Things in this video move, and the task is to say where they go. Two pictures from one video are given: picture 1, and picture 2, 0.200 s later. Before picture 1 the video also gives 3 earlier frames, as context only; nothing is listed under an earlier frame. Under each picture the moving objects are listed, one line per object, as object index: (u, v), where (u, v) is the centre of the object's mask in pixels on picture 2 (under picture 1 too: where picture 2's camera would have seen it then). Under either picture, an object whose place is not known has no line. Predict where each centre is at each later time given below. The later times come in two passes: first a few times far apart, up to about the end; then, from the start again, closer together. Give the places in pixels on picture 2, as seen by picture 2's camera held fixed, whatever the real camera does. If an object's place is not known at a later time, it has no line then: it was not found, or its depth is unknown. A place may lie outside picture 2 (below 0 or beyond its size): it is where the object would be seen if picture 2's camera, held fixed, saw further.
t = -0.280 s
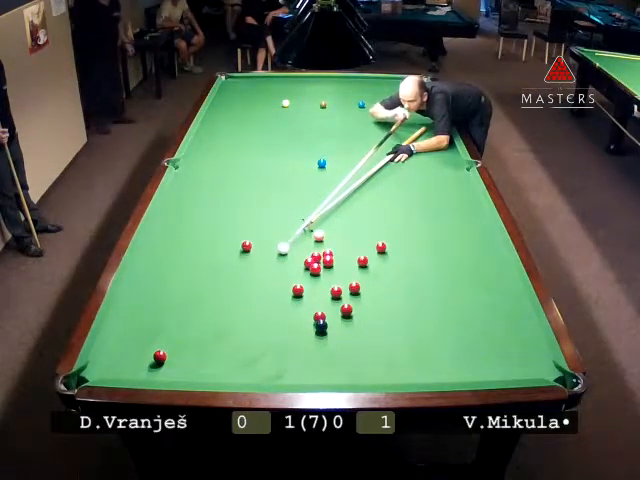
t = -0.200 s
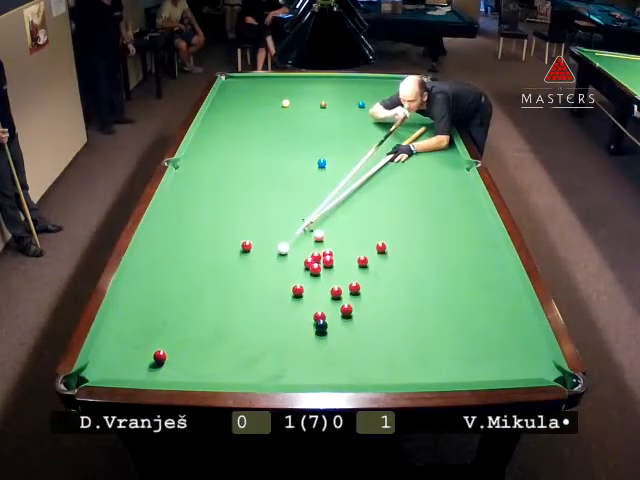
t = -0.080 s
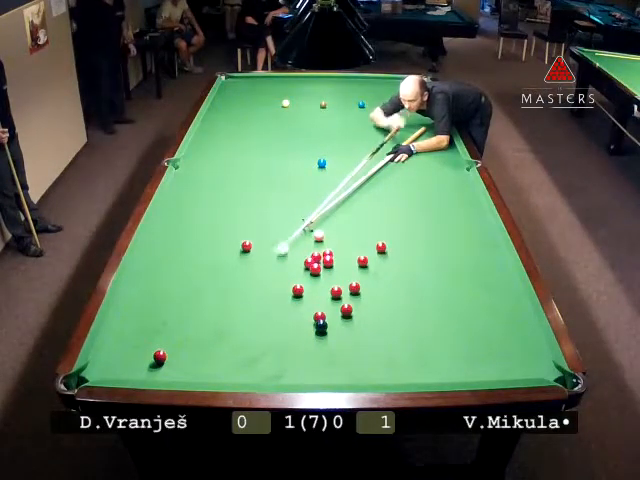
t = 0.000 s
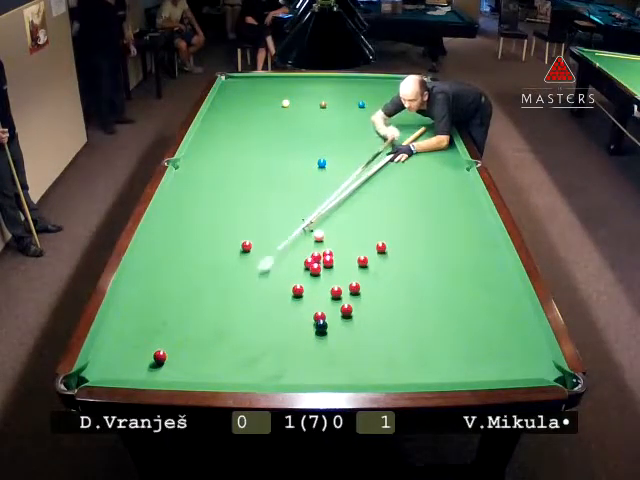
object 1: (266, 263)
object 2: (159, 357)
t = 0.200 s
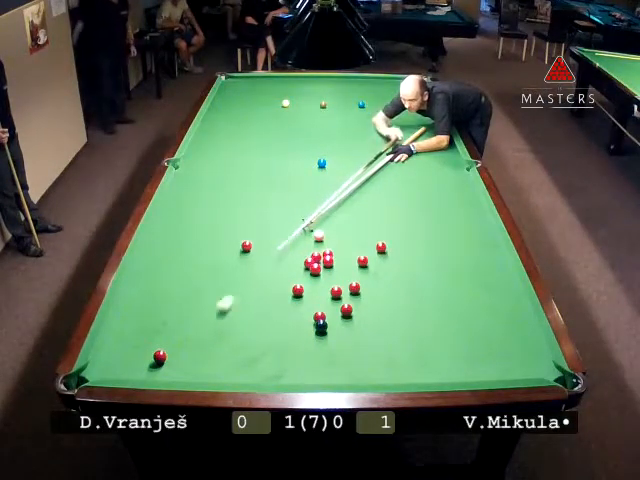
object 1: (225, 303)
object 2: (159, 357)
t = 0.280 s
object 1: (208, 320)
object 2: (159, 357)
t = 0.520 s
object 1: (172, 372)
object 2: (143, 358)
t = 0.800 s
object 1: (182, 334)
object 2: (101, 364)
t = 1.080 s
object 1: (191, 300)
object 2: (95, 374)
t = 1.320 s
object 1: (198, 275)
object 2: (97, 369)
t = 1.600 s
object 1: (205, 250)
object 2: (99, 360)
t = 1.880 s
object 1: (212, 229)
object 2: (101, 354)
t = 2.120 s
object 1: (217, 213)
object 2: (102, 350)
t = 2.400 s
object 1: (222, 198)
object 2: (103, 347)
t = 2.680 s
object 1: (226, 184)
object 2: (103, 345)
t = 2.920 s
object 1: (230, 173)
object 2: (103, 345)
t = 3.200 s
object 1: (233, 163)
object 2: (104, 345)
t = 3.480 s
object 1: (236, 154)
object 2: (104, 345)
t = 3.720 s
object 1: (239, 147)
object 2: (104, 345)
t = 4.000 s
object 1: (241, 140)
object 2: (104, 345)
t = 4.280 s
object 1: (243, 134)
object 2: (104, 345)
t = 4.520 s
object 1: (244, 129)
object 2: (104, 345)
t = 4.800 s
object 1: (246, 125)
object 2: (104, 345)
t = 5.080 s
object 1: (247, 121)
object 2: (104, 345)
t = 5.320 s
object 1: (248, 117)
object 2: (104, 345)
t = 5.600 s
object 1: (249, 115)
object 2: (104, 345)
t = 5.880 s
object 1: (250, 112)
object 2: (104, 345)
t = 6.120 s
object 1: (250, 111)
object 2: (104, 345)
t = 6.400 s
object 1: (250, 109)
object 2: (104, 346)
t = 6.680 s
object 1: (250, 108)
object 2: (104, 346)
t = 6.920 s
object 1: (251, 108)
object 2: (104, 346)
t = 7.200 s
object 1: (251, 107)
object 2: (104, 346)
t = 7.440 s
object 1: (251, 108)
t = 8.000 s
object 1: (251, 107)
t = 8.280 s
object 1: (251, 107)
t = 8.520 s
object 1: (251, 107)
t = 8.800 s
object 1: (251, 107)
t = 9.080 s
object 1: (251, 107)
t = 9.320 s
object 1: (251, 107)
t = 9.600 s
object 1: (251, 107)
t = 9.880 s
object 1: (251, 107)
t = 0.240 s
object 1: (217, 312)
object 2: (159, 357)
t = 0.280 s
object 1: (208, 320)
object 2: (159, 357)
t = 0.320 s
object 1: (199, 328)
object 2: (159, 357)
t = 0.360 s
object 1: (190, 338)
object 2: (159, 357)
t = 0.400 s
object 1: (179, 348)
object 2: (159, 357)
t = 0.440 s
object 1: (174, 356)
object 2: (156, 357)
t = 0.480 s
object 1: (173, 364)
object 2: (149, 357)
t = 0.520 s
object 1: (172, 372)
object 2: (143, 358)
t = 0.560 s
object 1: (172, 370)
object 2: (137, 359)
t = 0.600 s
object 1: (174, 362)
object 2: (130, 360)
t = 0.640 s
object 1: (176, 356)
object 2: (124, 361)
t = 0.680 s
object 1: (177, 350)
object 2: (119, 361)
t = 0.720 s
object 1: (179, 344)
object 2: (113, 363)
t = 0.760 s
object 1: (180, 339)
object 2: (106, 363)
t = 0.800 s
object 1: (182, 334)
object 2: (101, 364)
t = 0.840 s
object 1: (183, 328)
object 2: (94, 366)
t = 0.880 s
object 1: (184, 324)
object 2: (92, 366)
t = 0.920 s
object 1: (185, 319)
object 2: (92, 368)
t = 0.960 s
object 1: (186, 314)
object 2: (93, 370)
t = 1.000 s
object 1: (188, 309)
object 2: (94, 372)
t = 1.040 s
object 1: (189, 305)
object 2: (94, 374)
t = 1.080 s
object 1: (191, 300)
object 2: (95, 374)
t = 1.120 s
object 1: (192, 295)
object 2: (95, 373)
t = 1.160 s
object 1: (193, 291)
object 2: (96, 373)
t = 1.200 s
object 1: (194, 287)
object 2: (96, 371)
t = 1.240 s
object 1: (196, 283)
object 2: (96, 371)
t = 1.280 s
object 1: (197, 279)
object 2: (97, 370)
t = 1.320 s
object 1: (198, 275)
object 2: (97, 369)
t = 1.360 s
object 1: (199, 271)
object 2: (97, 367)
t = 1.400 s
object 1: (200, 267)
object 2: (98, 366)
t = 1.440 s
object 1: (201, 264)
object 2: (98, 364)
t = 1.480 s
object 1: (202, 259)
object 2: (98, 363)
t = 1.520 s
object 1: (203, 257)
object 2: (99, 362)
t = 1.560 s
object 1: (204, 253)
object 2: (99, 361)
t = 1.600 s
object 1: (205, 250)
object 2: (99, 360)
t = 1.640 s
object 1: (206, 246)
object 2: (100, 359)
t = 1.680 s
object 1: (207, 244)
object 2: (100, 358)
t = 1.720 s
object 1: (208, 240)
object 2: (100, 357)
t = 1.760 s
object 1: (209, 237)
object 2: (100, 356)
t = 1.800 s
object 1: (210, 234)
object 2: (101, 355)
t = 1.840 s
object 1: (211, 232)
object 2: (101, 355)
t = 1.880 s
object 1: (212, 229)
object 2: (101, 354)
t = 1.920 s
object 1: (212, 226)
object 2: (101, 353)
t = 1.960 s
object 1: (214, 223)
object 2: (101, 352)
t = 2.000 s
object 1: (214, 221)
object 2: (102, 351)
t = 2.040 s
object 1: (215, 218)
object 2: (102, 351)
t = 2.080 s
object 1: (216, 215)
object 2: (102, 350)
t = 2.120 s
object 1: (217, 213)
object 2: (102, 350)
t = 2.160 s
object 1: (217, 211)
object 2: (102, 349)
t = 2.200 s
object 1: (218, 208)
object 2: (102, 348)
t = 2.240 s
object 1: (219, 206)
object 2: (102, 348)
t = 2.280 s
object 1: (220, 204)
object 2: (103, 348)
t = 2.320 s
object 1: (221, 202)
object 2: (103, 347)
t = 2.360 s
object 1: (221, 199)
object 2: (103, 347)
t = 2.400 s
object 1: (222, 198)
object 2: (103, 347)
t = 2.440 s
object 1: (222, 196)
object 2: (103, 346)
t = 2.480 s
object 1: (223, 194)
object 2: (103, 345)
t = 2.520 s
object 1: (224, 191)
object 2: (103, 346)
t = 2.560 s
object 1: (224, 190)
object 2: (103, 345)
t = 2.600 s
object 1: (225, 188)
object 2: (103, 345)
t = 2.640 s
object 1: (226, 185)
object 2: (103, 345)
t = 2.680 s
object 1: (226, 184)
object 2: (103, 345)
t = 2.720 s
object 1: (227, 182)
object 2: (103, 345)
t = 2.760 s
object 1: (228, 180)
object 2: (103, 345)
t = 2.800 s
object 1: (228, 178)
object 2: (103, 345)
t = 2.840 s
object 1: (229, 177)
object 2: (103, 345)
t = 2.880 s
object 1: (229, 175)
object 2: (103, 345)
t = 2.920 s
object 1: (230, 173)
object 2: (103, 345)
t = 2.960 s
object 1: (230, 172)
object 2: (104, 345)
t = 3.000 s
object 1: (231, 170)
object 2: (104, 345)
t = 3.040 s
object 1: (231, 169)
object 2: (104, 345)
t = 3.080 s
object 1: (232, 167)
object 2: (104, 345)
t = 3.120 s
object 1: (232, 166)
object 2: (104, 345)
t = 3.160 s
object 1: (233, 164)
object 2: (104, 345)
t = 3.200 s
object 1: (233, 163)
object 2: (104, 345)
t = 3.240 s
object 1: (234, 162)
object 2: (104, 345)
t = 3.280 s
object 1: (234, 160)
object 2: (104, 345)
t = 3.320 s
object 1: (235, 159)
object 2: (104, 345)
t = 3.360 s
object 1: (235, 157)
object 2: (104, 345)
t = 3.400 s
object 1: (236, 156)
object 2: (104, 345)
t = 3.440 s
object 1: (236, 155)
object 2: (104, 345)
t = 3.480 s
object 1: (236, 154)
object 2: (104, 345)
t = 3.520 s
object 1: (237, 153)
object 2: (104, 345)
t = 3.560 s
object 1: (237, 152)
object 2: (104, 345)
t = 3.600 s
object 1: (238, 150)
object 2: (104, 345)
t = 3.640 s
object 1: (238, 149)
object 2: (104, 345)
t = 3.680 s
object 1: (238, 148)
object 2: (104, 345)
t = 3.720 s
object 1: (239, 147)
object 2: (104, 345)
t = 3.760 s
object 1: (239, 146)
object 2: (104, 345)
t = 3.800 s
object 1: (240, 145)
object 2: (104, 345)
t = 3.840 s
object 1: (240, 144)
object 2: (104, 345)
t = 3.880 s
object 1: (240, 143)
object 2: (104, 345)
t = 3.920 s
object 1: (240, 142)
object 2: (104, 345)
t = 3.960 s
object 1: (241, 141)
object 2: (104, 345)
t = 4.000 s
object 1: (241, 140)
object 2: (104, 345)
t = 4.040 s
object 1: (241, 139)
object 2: (104, 345)
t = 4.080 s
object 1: (241, 138)
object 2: (104, 345)
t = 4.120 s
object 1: (242, 137)
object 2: (104, 345)
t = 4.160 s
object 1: (242, 136)
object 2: (104, 345)
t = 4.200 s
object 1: (242, 136)
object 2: (104, 345)
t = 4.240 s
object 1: (242, 135)
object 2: (104, 345)
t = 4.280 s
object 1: (243, 134)
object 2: (104, 345)
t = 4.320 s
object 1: (243, 133)
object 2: (104, 345)
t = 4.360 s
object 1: (243, 133)
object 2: (104, 345)
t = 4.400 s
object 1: (244, 132)
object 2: (104, 345)
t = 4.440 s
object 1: (244, 131)
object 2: (104, 345)
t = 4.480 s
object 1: (244, 130)
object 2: (104, 345)
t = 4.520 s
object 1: (244, 129)
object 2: (104, 345)
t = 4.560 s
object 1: (245, 127)
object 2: (104, 345)
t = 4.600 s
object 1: (245, 127)
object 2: (104, 345)
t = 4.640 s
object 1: (245, 127)
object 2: (104, 345)
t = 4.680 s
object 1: (245, 126)
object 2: (104, 345)
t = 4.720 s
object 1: (245, 126)
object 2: (104, 345)
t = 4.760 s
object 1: (245, 126)
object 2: (104, 345)
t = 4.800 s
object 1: (246, 125)
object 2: (104, 345)
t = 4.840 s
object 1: (246, 124)
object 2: (104, 345)
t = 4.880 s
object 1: (246, 123)
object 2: (104, 345)
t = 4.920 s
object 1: (246, 123)
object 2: (104, 345)
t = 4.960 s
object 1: (246, 123)
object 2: (104, 345)
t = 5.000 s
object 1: (247, 122)
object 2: (104, 345)
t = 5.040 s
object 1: (247, 122)
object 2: (104, 345)
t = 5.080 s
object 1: (247, 121)
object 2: (104, 345)
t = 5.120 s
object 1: (247, 121)
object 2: (104, 345)
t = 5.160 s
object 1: (248, 120)
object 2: (104, 345)
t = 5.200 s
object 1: (248, 120)
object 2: (104, 345)
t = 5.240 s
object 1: (248, 119)
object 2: (104, 345)
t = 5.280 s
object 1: (248, 118)
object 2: (104, 345)
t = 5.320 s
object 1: (248, 117)
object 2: (104, 345)
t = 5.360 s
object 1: (248, 117)
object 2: (104, 345)
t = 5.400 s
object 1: (249, 116)
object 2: (104, 345)
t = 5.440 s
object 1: (249, 116)
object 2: (104, 345)
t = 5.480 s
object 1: (249, 116)
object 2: (104, 345)
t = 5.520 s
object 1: (249, 116)
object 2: (104, 345)
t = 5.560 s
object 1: (249, 115)
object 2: (104, 345)
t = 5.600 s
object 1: (249, 115)
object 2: (104, 345)
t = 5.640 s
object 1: (249, 115)
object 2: (104, 345)
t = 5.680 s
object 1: (249, 115)
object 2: (104, 345)
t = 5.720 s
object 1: (250, 114)
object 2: (104, 345)
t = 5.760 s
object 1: (250, 114)
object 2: (104, 345)
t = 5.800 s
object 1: (250, 113)
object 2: (104, 345)
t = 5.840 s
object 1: (250, 113)
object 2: (104, 345)
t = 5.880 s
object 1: (250, 112)
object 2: (104, 345)
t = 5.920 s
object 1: (250, 112)
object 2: (104, 345)
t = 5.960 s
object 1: (250, 112)
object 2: (104, 345)
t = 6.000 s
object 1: (250, 112)
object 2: (104, 345)
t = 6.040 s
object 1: (250, 112)
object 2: (104, 345)
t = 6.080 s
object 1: (250, 111)
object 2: (104, 345)
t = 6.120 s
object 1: (250, 111)
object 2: (104, 345)
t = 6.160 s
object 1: (250, 111)
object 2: (104, 346)
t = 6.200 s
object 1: (250, 110)
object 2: (104, 346)
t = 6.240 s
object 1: (250, 110)
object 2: (104, 346)
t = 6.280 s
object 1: (250, 110)
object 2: (104, 346)
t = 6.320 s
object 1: (250, 109)
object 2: (104, 346)
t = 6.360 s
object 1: (250, 109)
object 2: (104, 346)
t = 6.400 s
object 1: (250, 109)
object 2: (104, 346)
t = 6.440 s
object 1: (250, 109)
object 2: (104, 346)
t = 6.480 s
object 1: (250, 109)
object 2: (104, 346)
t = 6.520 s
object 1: (251, 109)
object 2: (104, 346)
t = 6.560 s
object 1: (251, 109)
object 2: (104, 346)
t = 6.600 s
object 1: (251, 108)
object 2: (104, 346)
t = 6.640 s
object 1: (251, 108)
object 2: (104, 346)
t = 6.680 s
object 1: (250, 108)
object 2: (104, 346)
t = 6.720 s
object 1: (250, 108)
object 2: (104, 346)
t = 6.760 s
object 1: (251, 108)
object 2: (104, 346)
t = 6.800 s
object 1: (251, 108)
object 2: (104, 346)
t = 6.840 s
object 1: (251, 108)
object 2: (104, 346)
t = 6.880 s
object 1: (251, 107)
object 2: (104, 346)
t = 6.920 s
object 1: (251, 108)
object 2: (104, 346)
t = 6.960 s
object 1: (251, 107)
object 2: (104, 346)
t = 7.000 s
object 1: (251, 107)
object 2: (104, 346)
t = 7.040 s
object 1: (251, 108)
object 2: (104, 346)
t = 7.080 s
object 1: (251, 108)
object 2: (104, 346)
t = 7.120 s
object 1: (251, 108)
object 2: (104, 346)
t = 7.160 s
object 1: (251, 107)
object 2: (104, 346)
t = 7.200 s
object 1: (251, 107)
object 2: (104, 346)
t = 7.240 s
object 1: (251, 108)
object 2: (104, 346)
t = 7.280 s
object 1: (251, 108)
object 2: (104, 346)
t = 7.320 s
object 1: (251, 108)
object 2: (104, 346)
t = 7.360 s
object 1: (251, 108)
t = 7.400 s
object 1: (251, 108)
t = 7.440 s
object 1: (251, 108)
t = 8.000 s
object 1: (251, 107)
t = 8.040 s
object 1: (251, 107)
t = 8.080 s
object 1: (251, 107)
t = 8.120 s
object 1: (251, 107)
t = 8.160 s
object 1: (251, 107)
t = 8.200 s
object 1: (251, 107)
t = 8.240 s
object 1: (251, 107)
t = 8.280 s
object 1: (251, 107)
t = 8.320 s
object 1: (251, 107)
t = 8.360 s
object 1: (251, 107)
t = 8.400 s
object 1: (251, 107)
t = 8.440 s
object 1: (251, 107)
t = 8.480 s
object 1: (251, 107)
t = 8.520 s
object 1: (251, 107)
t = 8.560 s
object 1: (251, 107)
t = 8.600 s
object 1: (251, 107)
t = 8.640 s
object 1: (251, 107)
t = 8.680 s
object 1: (251, 107)
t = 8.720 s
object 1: (251, 107)
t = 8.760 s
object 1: (251, 107)
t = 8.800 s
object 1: (251, 107)
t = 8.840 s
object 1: (251, 107)
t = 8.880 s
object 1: (251, 107)
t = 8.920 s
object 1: (251, 107)
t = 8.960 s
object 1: (251, 107)
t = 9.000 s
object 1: (251, 107)
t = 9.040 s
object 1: (251, 107)
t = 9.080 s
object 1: (251, 107)
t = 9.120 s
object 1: (251, 107)
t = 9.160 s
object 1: (251, 107)
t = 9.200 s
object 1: (251, 107)
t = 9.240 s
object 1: (251, 107)
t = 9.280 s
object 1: (251, 107)
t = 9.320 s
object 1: (251, 107)
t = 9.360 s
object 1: (251, 107)
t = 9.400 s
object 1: (251, 107)
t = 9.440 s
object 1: (251, 107)
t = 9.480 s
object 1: (251, 107)
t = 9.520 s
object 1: (251, 107)
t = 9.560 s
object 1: (251, 107)
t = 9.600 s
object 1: (251, 107)
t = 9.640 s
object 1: (251, 107)
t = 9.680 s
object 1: (251, 107)
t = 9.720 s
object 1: (251, 107)
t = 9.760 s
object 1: (251, 107)
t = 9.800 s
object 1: (251, 107)
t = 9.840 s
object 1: (251, 107)
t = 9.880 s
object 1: (251, 107)
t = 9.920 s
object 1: (251, 107)
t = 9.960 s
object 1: (251, 107)
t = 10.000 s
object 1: (251, 107)
